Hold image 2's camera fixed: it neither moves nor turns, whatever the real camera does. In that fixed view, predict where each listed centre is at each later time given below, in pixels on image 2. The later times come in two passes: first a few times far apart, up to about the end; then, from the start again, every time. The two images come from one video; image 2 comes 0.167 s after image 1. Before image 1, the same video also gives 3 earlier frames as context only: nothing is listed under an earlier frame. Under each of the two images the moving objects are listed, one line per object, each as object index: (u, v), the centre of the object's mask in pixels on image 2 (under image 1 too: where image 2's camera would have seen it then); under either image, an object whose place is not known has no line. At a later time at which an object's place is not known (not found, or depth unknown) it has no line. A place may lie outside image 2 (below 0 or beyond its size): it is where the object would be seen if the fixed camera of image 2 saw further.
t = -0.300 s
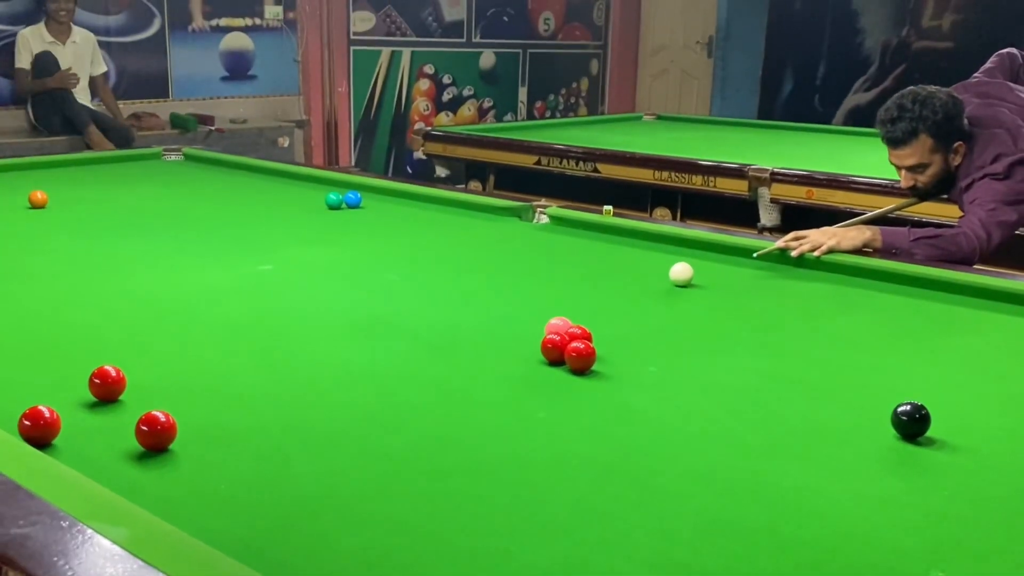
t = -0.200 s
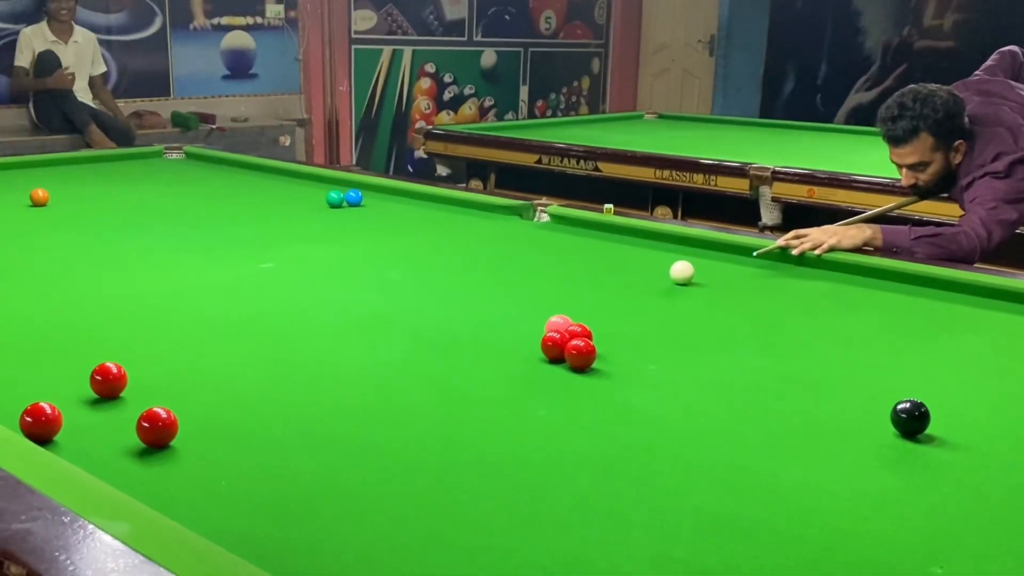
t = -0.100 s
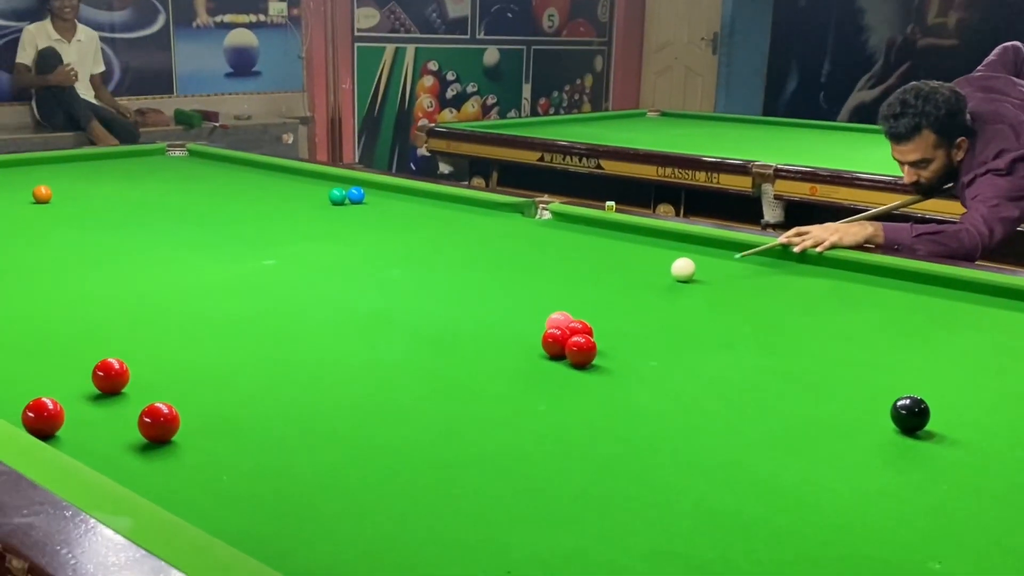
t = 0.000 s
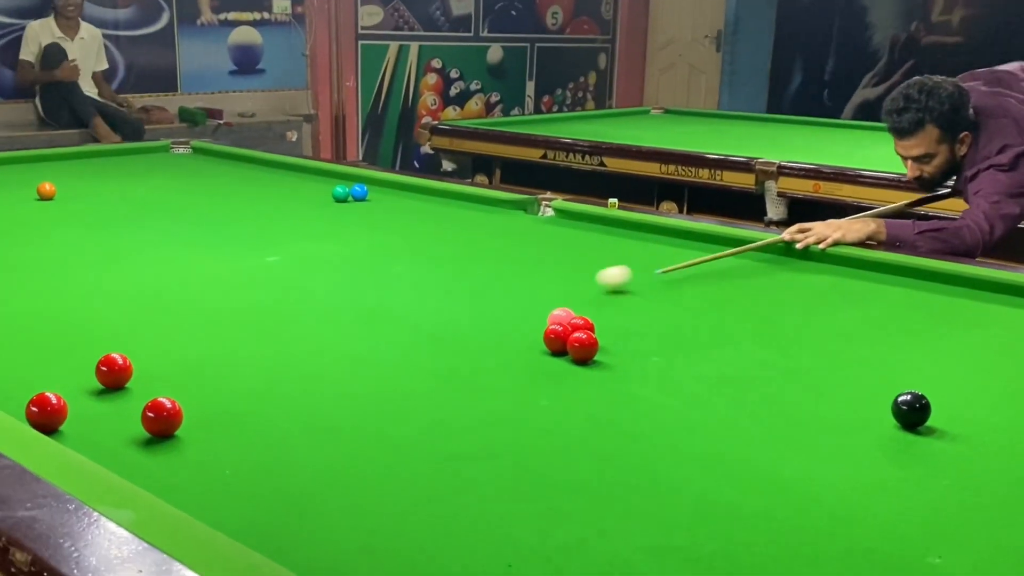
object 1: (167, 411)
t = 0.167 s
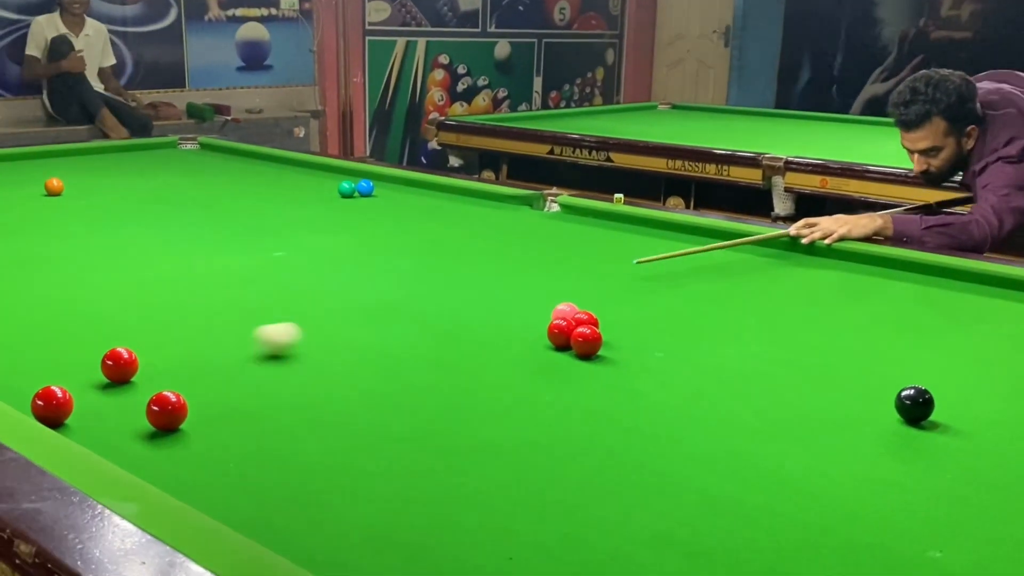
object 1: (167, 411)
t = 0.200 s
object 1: (167, 411)
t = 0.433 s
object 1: (187, 444)
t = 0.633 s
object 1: (221, 498)
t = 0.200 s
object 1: (167, 411)
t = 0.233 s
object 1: (167, 411)
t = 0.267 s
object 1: (167, 411)
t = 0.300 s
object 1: (167, 411)
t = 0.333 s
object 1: (170, 415)
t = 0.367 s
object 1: (176, 425)
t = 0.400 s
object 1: (181, 435)
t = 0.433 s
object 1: (187, 444)
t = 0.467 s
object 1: (192, 453)
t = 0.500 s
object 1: (197, 461)
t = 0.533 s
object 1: (203, 470)
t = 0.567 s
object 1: (208, 480)
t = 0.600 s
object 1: (214, 489)
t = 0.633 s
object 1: (221, 498)
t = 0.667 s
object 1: (228, 506)
